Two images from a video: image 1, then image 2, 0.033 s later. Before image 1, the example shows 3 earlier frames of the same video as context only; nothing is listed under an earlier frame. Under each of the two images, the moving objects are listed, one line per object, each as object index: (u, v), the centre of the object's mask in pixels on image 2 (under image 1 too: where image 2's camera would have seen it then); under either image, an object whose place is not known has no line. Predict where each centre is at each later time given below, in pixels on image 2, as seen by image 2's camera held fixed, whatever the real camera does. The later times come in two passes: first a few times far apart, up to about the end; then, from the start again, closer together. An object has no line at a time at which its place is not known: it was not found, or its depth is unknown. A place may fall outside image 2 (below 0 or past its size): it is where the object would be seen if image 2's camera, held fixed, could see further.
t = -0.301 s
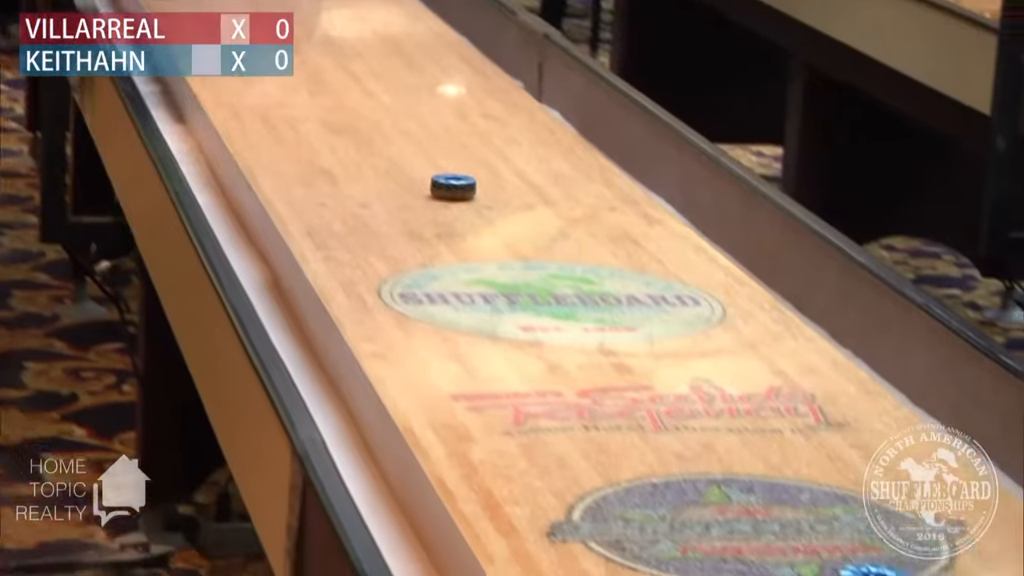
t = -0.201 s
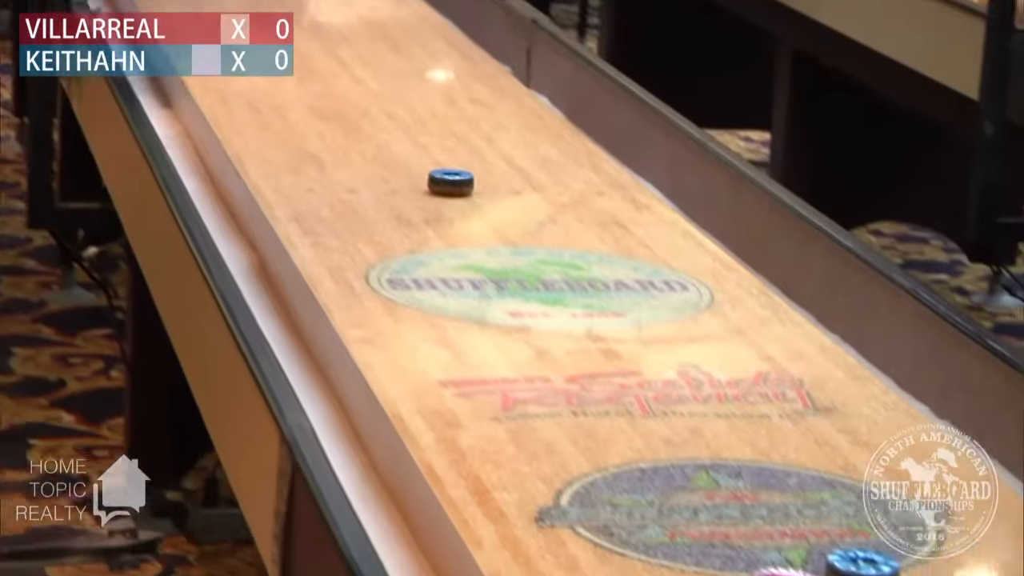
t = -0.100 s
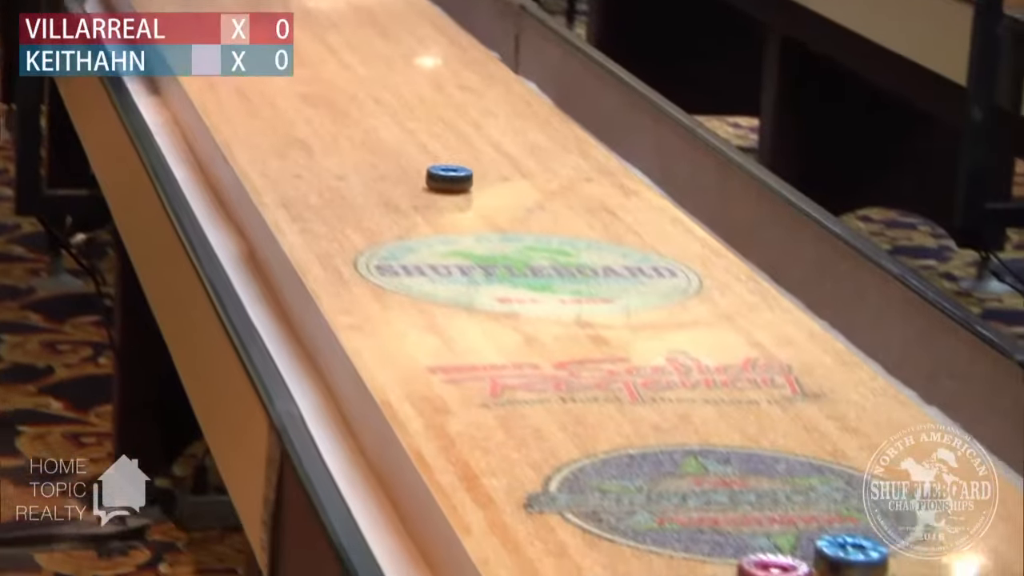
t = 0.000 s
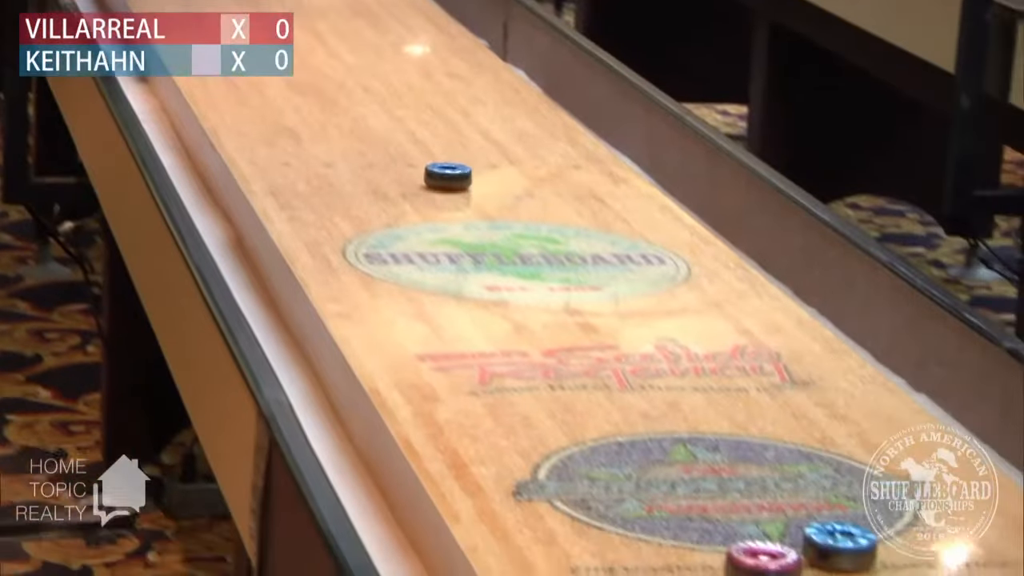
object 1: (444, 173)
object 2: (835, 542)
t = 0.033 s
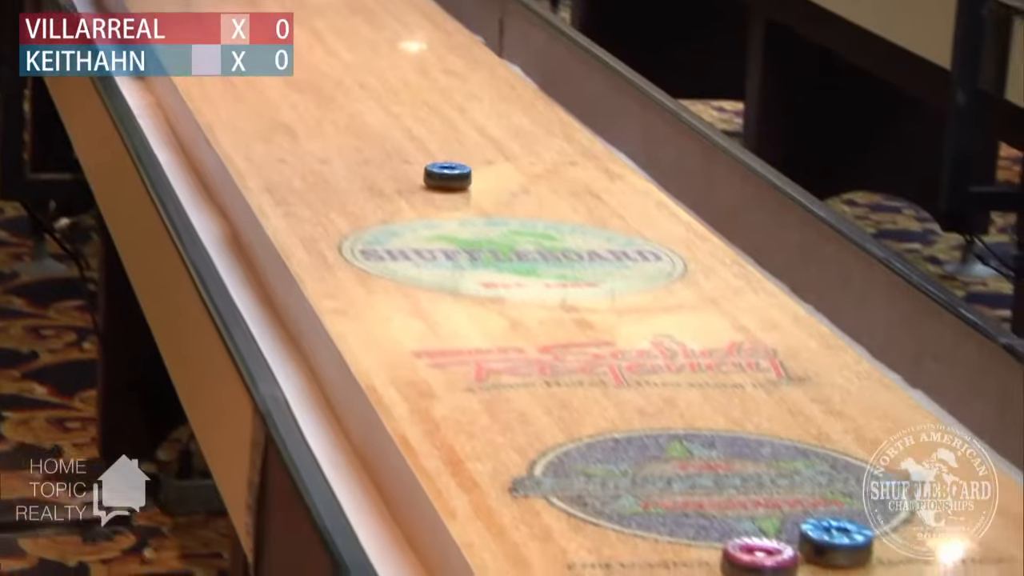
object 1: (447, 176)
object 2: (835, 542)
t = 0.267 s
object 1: (472, 199)
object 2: (836, 542)
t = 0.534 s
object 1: (502, 228)
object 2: (836, 542)
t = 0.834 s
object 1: (536, 261)
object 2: (836, 542)
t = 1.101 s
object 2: (836, 542)
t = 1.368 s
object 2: (836, 542)
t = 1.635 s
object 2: (836, 542)
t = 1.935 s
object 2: (836, 542)
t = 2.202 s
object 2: (836, 542)
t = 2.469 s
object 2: (836, 541)
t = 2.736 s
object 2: (836, 541)
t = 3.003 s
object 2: (836, 540)
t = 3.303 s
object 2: (838, 545)
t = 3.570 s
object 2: (856, 568)
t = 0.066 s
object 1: (451, 179)
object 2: (835, 542)
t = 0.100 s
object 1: (454, 182)
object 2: (835, 542)
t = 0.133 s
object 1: (458, 186)
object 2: (835, 542)
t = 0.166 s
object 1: (461, 189)
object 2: (835, 542)
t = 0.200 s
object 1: (465, 192)
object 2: (835, 542)
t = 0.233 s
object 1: (469, 196)
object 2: (835, 542)
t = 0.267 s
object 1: (472, 199)
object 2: (836, 542)
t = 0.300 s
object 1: (476, 203)
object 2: (836, 542)
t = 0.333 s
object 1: (479, 207)
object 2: (836, 542)
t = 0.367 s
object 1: (483, 210)
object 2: (836, 542)
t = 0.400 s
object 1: (487, 214)
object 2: (836, 542)
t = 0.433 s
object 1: (491, 217)
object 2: (836, 542)
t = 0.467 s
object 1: (494, 221)
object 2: (836, 542)
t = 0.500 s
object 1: (498, 224)
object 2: (836, 542)
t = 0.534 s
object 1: (502, 228)
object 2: (836, 542)
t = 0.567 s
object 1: (505, 232)
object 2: (836, 542)
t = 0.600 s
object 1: (509, 235)
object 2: (836, 542)
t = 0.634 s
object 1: (513, 239)
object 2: (836, 542)
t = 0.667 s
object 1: (517, 243)
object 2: (836, 542)
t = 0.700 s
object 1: (521, 246)
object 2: (836, 542)
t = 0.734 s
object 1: (525, 250)
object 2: (836, 542)
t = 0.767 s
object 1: (529, 254)
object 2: (836, 543)
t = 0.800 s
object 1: (533, 257)
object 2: (836, 542)
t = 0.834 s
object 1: (536, 261)
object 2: (836, 542)
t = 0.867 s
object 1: (540, 265)
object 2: (836, 542)
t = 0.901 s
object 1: (544, 269)
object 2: (836, 542)
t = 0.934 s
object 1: (548, 272)
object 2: (836, 542)
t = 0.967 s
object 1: (552, 276)
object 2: (836, 542)
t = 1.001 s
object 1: (556, 280)
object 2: (836, 542)
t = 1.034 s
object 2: (836, 542)
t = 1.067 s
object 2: (836, 542)
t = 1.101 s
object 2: (836, 542)
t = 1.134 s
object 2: (836, 542)
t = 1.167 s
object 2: (836, 542)
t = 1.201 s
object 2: (836, 542)
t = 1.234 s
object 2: (836, 542)
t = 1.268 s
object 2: (836, 542)
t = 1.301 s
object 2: (836, 542)
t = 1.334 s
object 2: (836, 542)
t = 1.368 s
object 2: (836, 542)
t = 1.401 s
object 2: (836, 542)
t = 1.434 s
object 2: (836, 542)
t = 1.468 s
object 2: (836, 542)
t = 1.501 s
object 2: (836, 542)
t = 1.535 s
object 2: (836, 542)
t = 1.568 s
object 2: (836, 542)
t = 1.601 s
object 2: (836, 542)
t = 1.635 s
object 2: (836, 542)
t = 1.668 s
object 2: (836, 542)
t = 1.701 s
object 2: (836, 542)
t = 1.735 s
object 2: (836, 542)
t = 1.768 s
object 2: (836, 542)
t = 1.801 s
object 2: (836, 542)
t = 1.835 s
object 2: (836, 542)
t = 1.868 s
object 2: (836, 542)
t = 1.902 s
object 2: (836, 542)
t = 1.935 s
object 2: (836, 542)
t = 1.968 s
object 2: (836, 542)
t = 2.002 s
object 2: (836, 542)
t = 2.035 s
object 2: (836, 542)
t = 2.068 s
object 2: (836, 542)
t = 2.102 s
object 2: (836, 542)
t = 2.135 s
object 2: (836, 541)
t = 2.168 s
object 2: (836, 542)
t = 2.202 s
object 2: (836, 542)
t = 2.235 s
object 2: (836, 541)
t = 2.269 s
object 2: (836, 541)
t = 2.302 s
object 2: (836, 541)
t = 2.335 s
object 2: (837, 541)
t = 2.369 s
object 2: (837, 541)
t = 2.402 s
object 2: (837, 541)
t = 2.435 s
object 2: (836, 541)
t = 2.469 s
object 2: (836, 541)
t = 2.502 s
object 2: (837, 541)
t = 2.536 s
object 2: (837, 541)
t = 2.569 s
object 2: (837, 541)
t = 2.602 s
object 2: (837, 541)
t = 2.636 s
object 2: (836, 541)
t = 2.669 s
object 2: (836, 541)
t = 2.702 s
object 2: (837, 541)
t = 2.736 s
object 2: (836, 541)
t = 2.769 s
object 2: (836, 541)
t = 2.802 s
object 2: (836, 540)
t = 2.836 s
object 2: (836, 540)
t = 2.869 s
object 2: (836, 540)
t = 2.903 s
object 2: (836, 540)
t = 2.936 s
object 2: (836, 540)
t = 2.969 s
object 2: (836, 540)
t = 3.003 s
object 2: (836, 540)
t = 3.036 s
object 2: (836, 540)
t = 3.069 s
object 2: (836, 540)
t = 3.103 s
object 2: (836, 540)
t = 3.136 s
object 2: (836, 540)
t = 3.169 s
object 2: (836, 540)
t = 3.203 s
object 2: (836, 540)
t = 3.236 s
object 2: (836, 540)
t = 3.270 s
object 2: (837, 542)
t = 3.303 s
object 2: (838, 545)
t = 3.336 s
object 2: (841, 548)
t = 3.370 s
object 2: (843, 551)
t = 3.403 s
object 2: (845, 554)
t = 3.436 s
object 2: (848, 557)
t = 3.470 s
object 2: (850, 559)
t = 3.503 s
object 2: (852, 562)
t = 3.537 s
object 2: (854, 565)
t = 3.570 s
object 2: (856, 568)
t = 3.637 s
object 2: (860, 574)
